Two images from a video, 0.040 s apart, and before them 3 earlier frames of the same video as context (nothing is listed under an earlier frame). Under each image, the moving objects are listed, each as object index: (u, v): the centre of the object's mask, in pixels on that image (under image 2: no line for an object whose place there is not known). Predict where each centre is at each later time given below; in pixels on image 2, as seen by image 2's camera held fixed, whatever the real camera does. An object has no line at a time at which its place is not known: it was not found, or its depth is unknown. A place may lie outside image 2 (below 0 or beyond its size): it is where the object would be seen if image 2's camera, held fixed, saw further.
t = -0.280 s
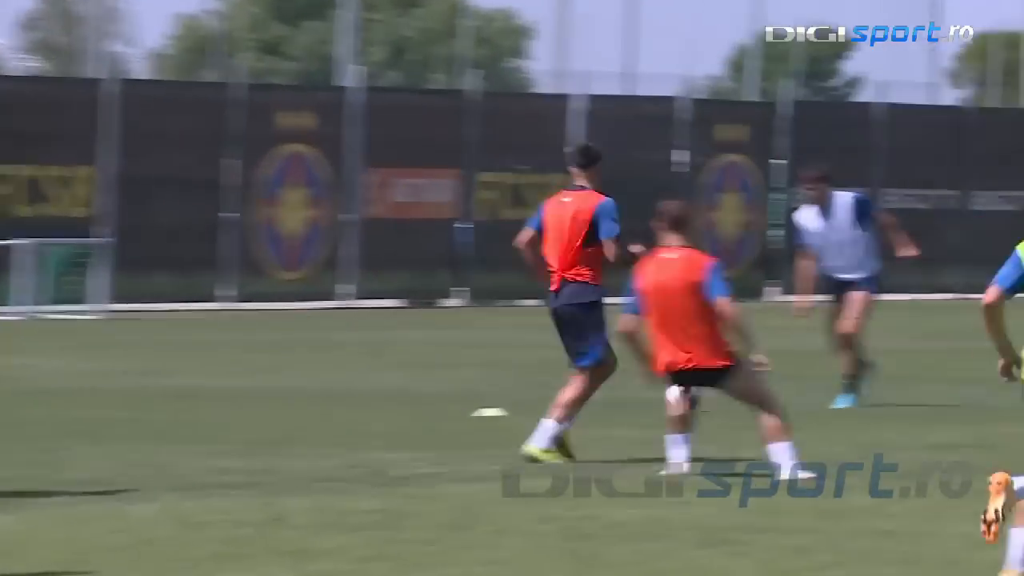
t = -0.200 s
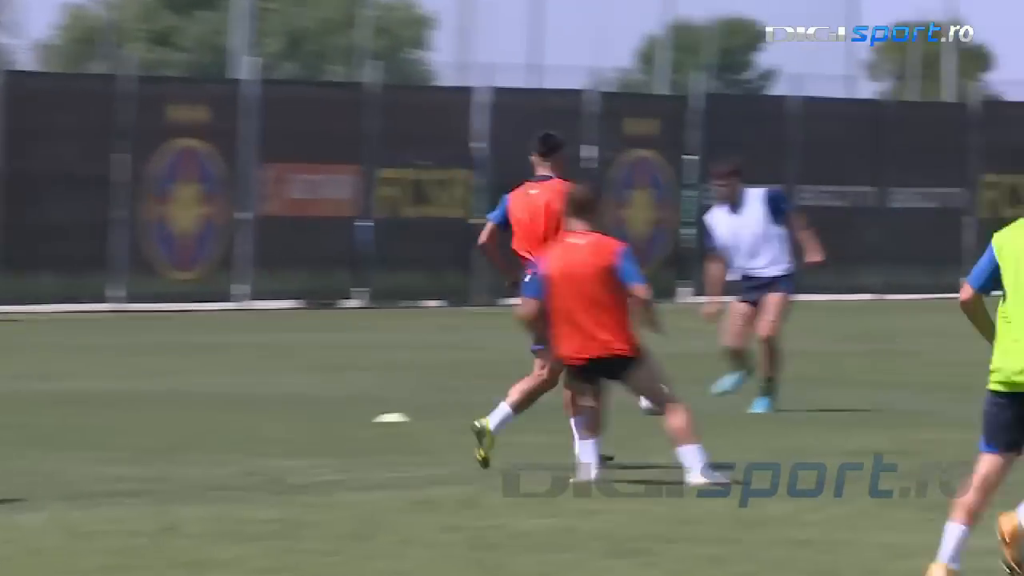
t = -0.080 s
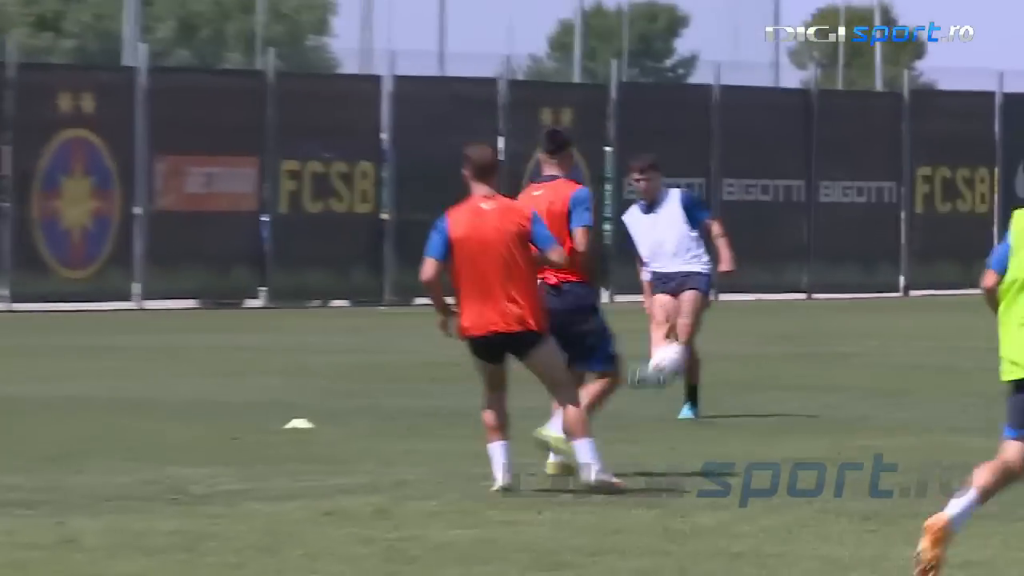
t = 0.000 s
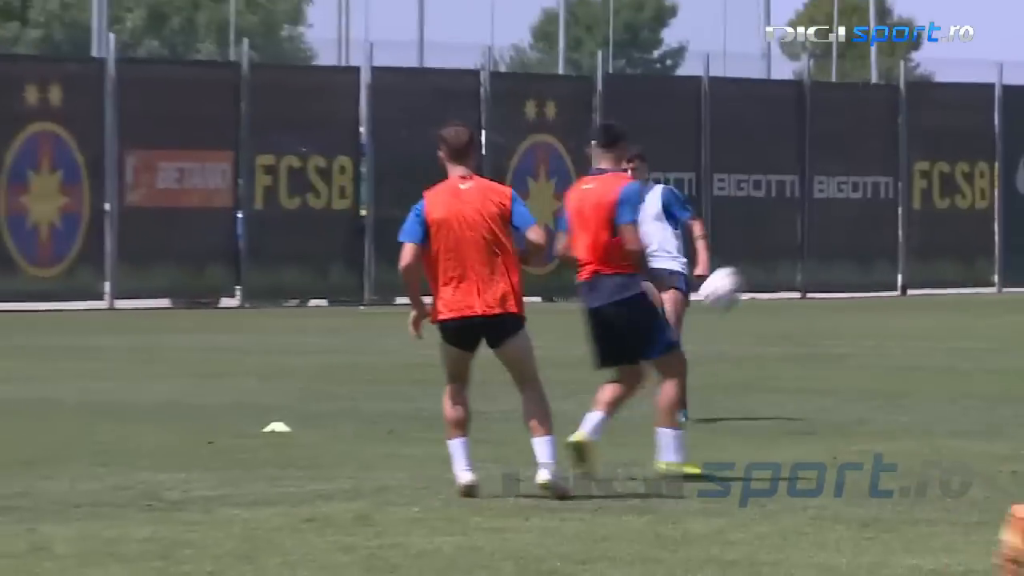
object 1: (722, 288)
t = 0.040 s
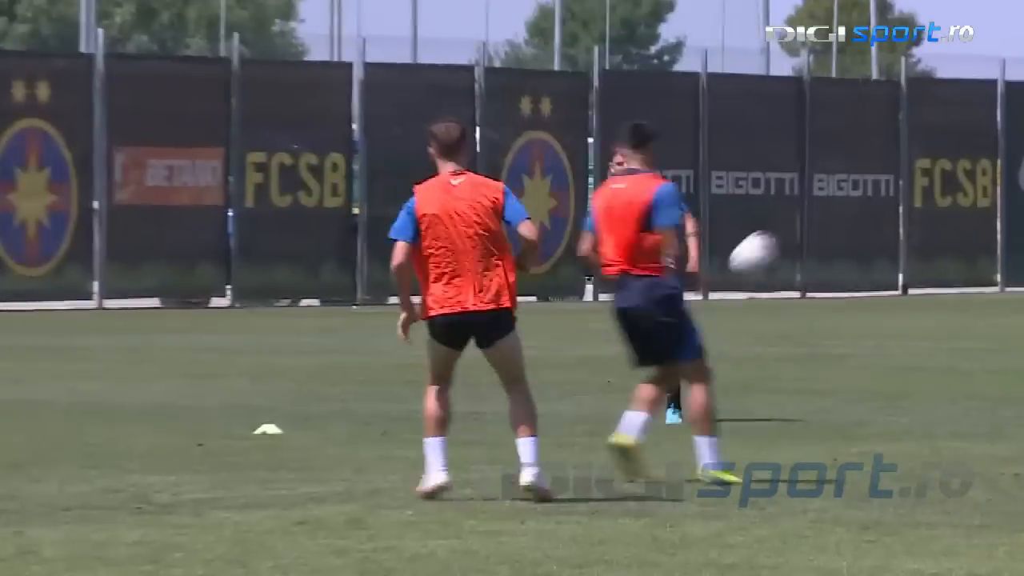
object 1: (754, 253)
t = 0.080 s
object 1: (792, 222)
